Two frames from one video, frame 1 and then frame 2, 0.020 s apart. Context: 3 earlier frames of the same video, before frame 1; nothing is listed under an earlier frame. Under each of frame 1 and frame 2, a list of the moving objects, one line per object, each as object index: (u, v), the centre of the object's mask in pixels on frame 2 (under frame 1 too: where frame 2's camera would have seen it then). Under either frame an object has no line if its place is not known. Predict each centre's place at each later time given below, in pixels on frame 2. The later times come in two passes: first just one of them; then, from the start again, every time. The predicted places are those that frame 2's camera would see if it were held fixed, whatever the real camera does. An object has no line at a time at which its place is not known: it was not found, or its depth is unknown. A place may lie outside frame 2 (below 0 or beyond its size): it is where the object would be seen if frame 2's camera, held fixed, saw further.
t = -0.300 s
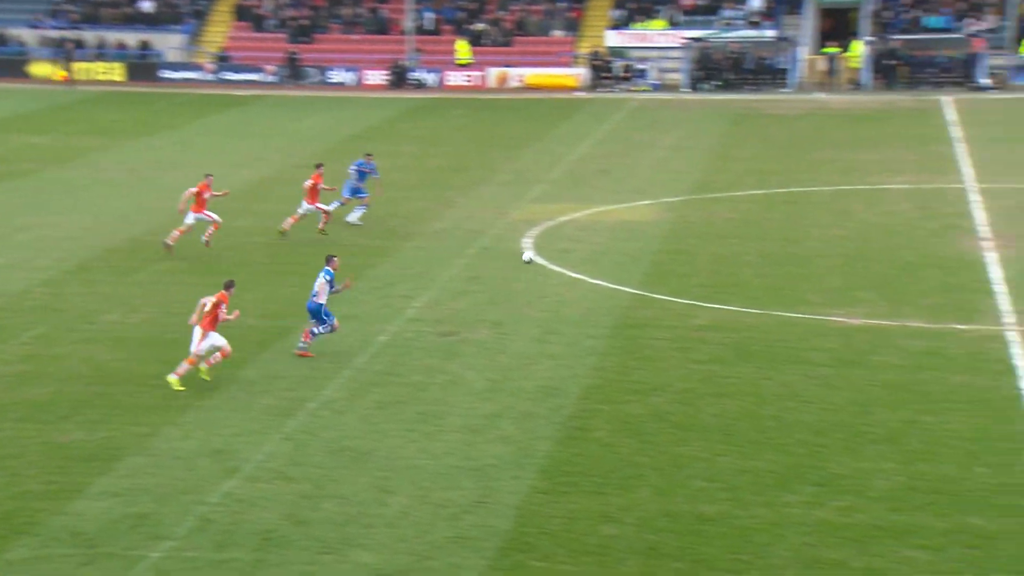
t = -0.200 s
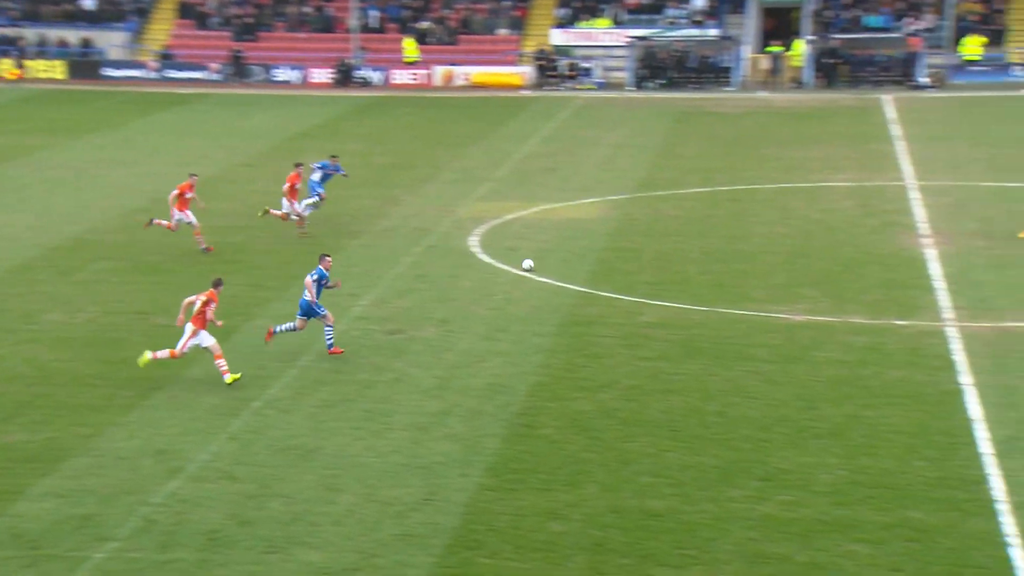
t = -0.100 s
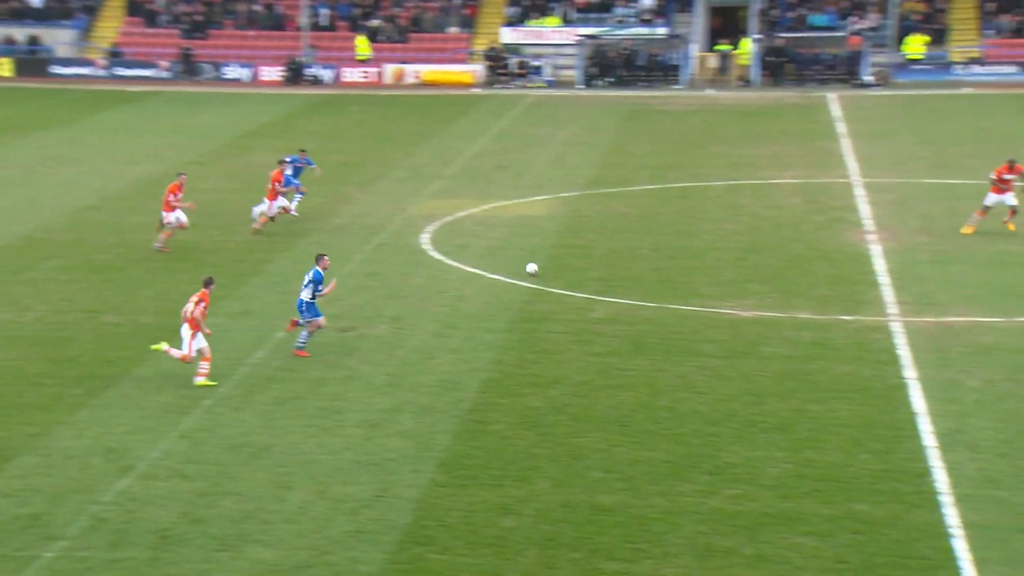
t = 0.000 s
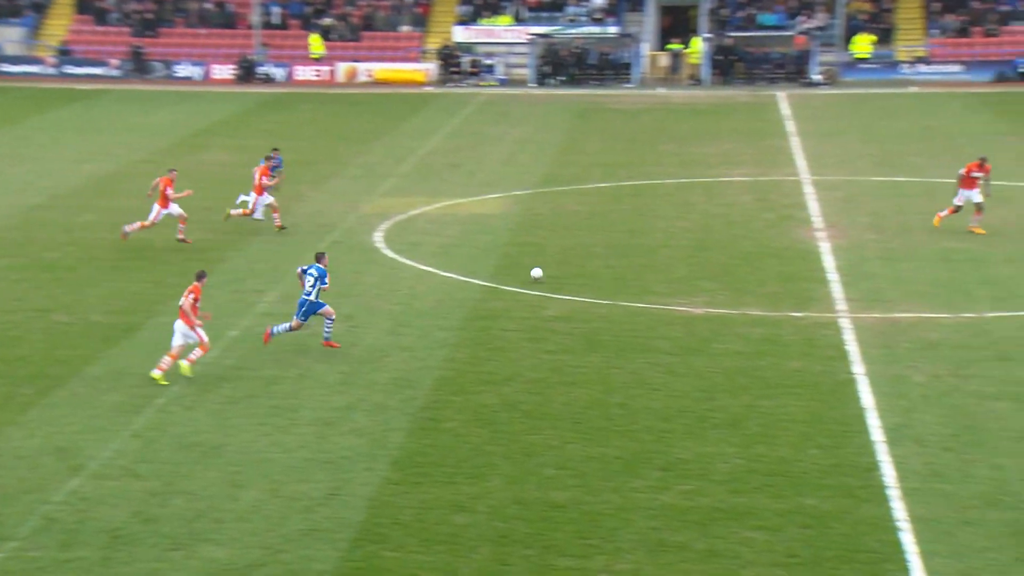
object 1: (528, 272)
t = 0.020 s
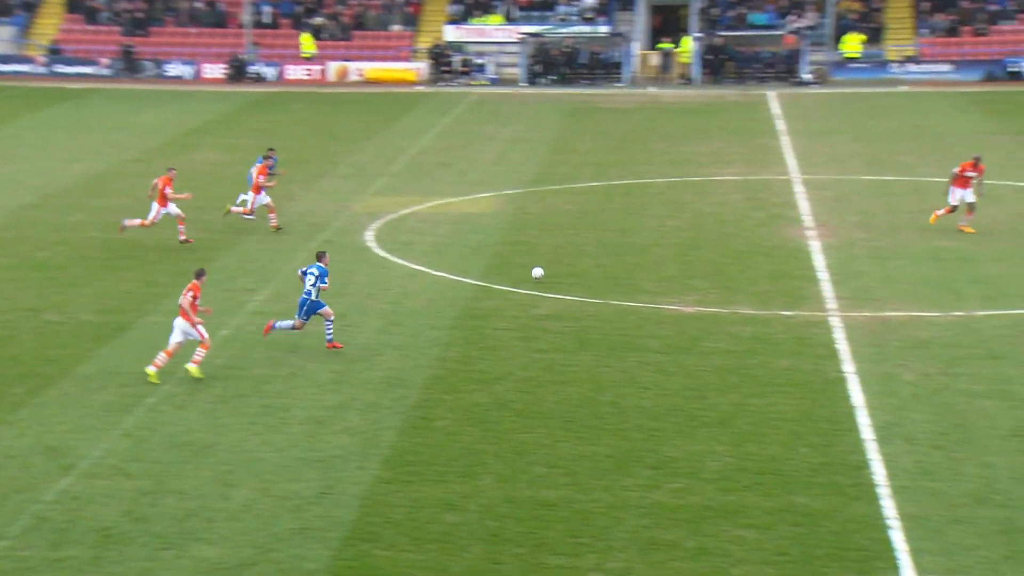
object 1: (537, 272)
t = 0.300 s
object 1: (673, 293)
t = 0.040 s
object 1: (547, 273)
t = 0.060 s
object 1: (557, 274)
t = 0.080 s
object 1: (567, 276)
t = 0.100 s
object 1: (577, 277)
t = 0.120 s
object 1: (587, 279)
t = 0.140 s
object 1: (597, 281)
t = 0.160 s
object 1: (607, 284)
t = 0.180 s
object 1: (617, 287)
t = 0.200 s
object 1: (627, 290)
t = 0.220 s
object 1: (636, 290)
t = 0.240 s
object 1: (646, 291)
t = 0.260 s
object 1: (655, 292)
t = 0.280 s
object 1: (664, 292)
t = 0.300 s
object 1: (673, 293)
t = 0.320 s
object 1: (683, 295)
